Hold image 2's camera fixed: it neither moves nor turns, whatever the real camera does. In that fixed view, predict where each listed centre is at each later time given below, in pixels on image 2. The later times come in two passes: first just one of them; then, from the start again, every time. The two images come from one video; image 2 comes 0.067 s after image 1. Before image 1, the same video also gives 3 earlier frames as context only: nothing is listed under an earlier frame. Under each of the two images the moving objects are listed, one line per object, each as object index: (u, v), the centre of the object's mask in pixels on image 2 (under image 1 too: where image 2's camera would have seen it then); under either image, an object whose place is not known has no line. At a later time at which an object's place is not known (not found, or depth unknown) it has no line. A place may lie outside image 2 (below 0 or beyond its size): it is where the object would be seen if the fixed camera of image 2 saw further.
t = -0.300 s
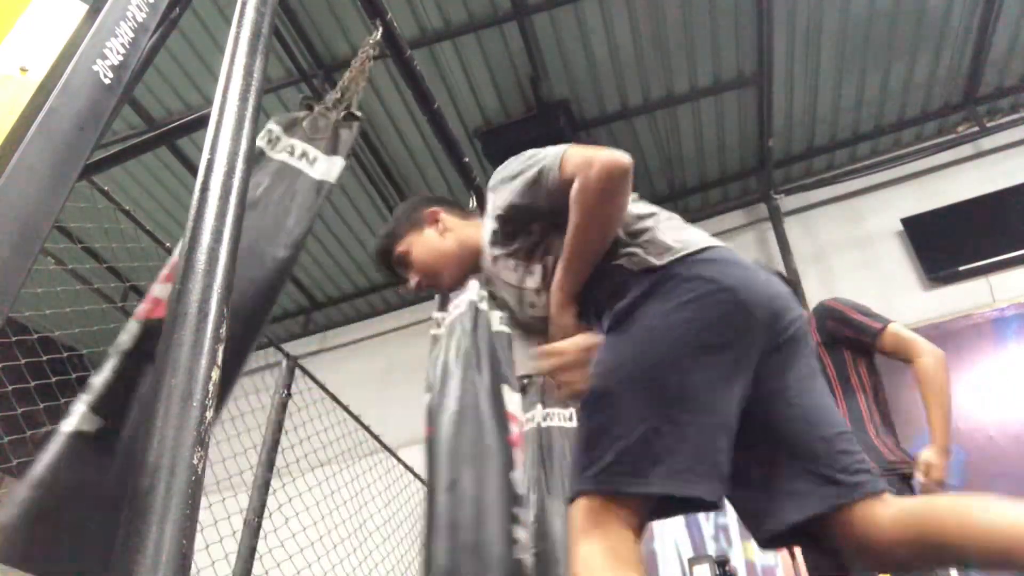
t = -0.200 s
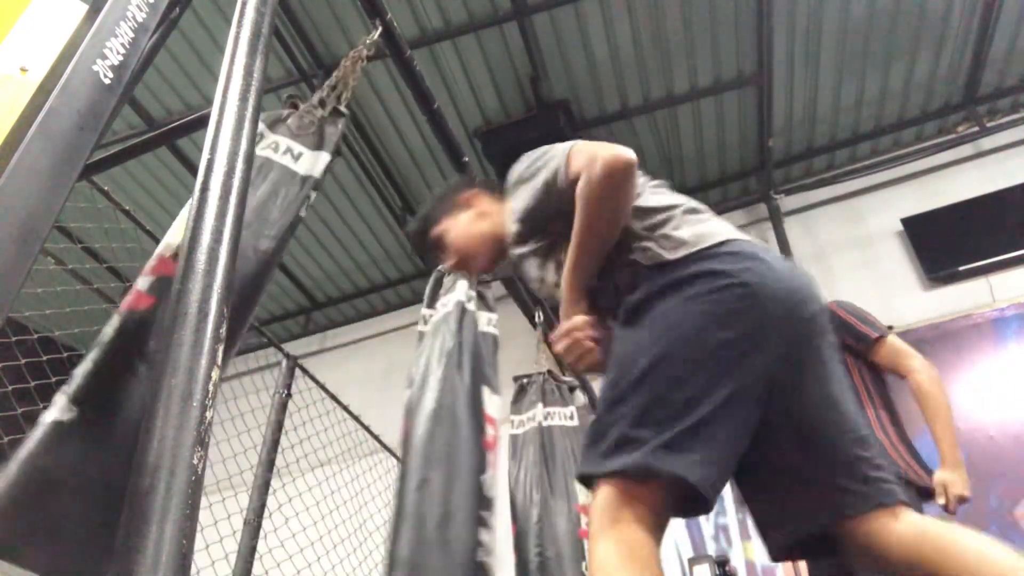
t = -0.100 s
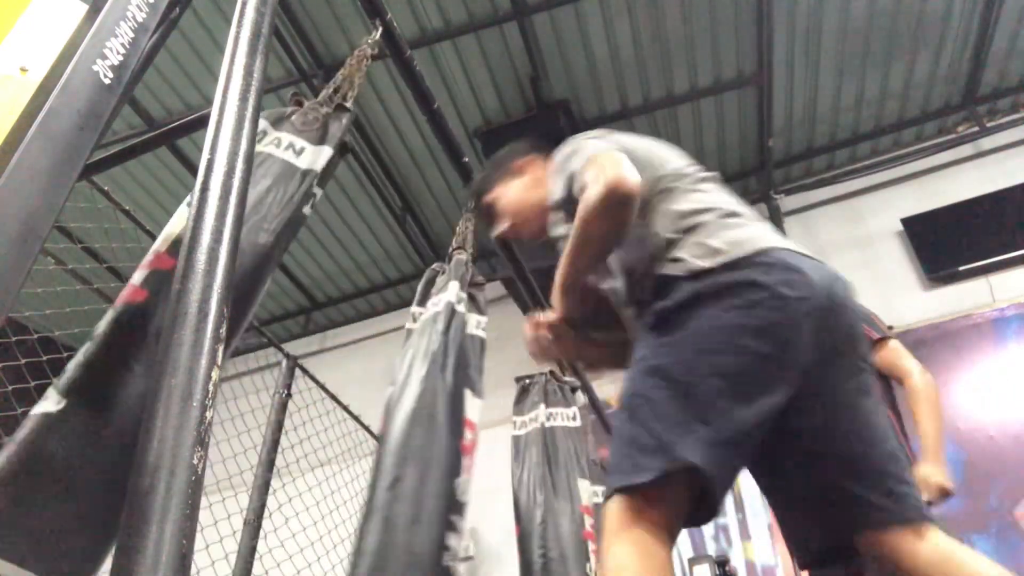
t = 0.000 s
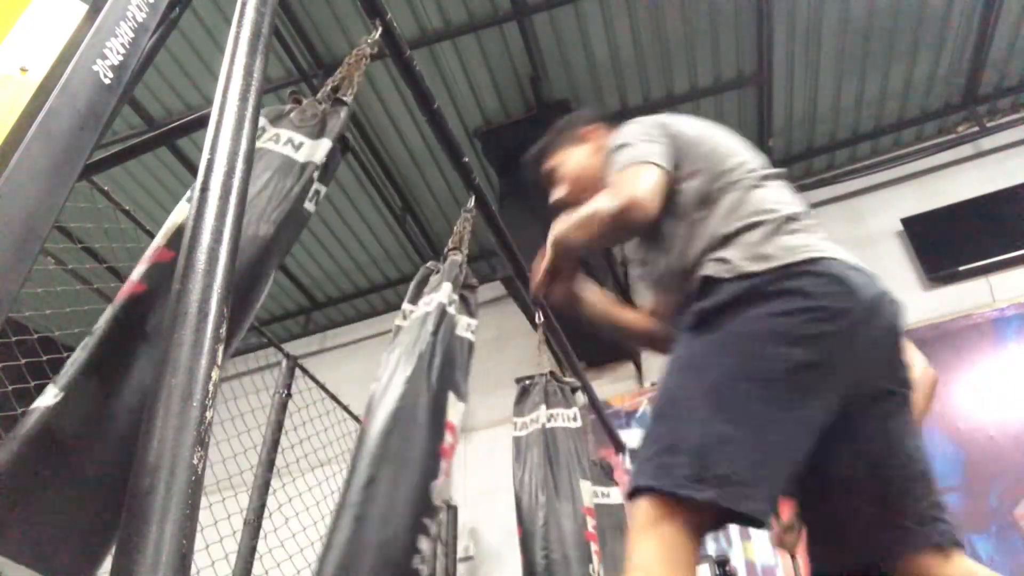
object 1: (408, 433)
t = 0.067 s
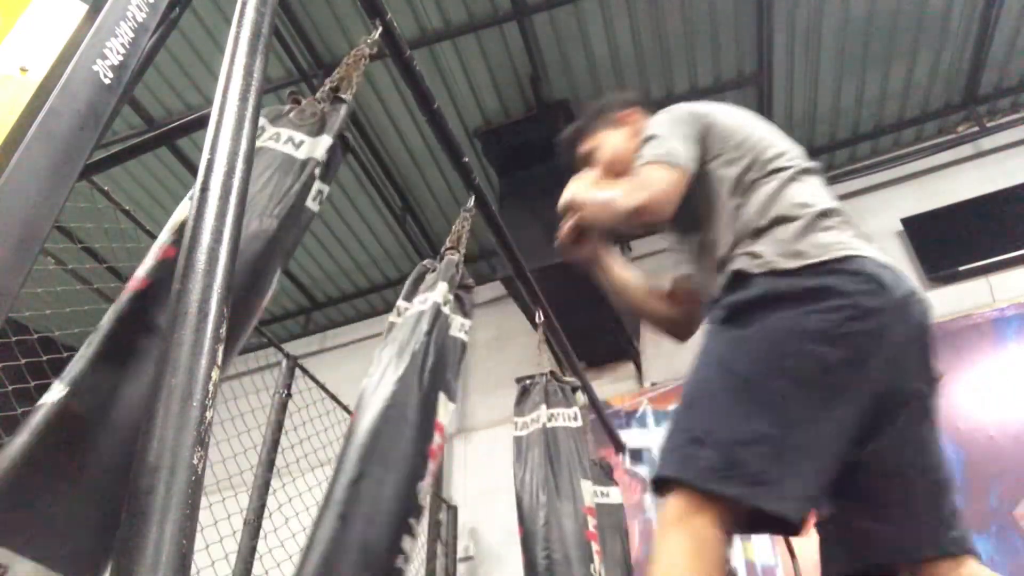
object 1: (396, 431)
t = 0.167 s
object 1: (382, 431)
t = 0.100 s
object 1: (391, 431)
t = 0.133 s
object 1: (386, 431)
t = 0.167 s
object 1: (382, 431)
